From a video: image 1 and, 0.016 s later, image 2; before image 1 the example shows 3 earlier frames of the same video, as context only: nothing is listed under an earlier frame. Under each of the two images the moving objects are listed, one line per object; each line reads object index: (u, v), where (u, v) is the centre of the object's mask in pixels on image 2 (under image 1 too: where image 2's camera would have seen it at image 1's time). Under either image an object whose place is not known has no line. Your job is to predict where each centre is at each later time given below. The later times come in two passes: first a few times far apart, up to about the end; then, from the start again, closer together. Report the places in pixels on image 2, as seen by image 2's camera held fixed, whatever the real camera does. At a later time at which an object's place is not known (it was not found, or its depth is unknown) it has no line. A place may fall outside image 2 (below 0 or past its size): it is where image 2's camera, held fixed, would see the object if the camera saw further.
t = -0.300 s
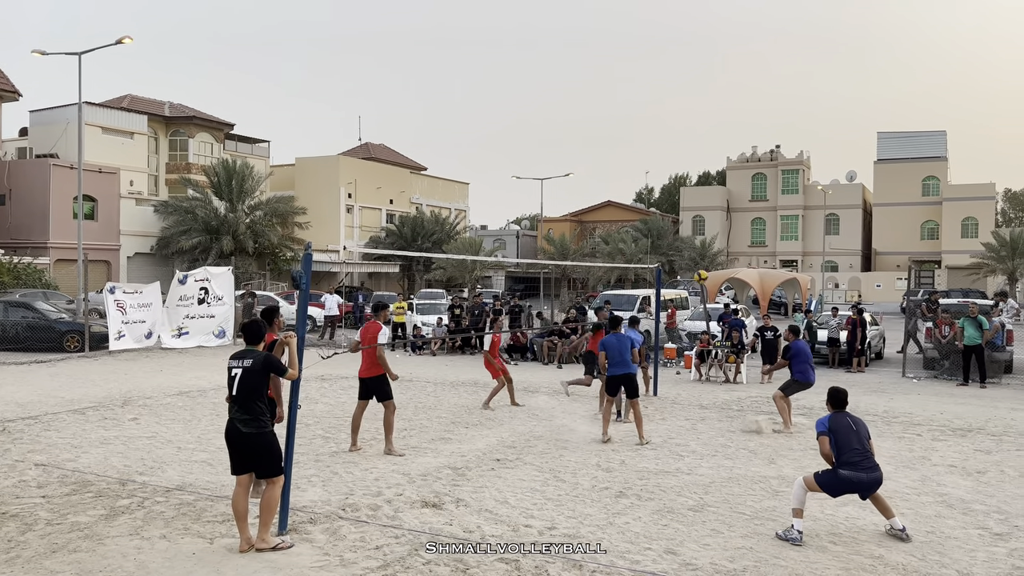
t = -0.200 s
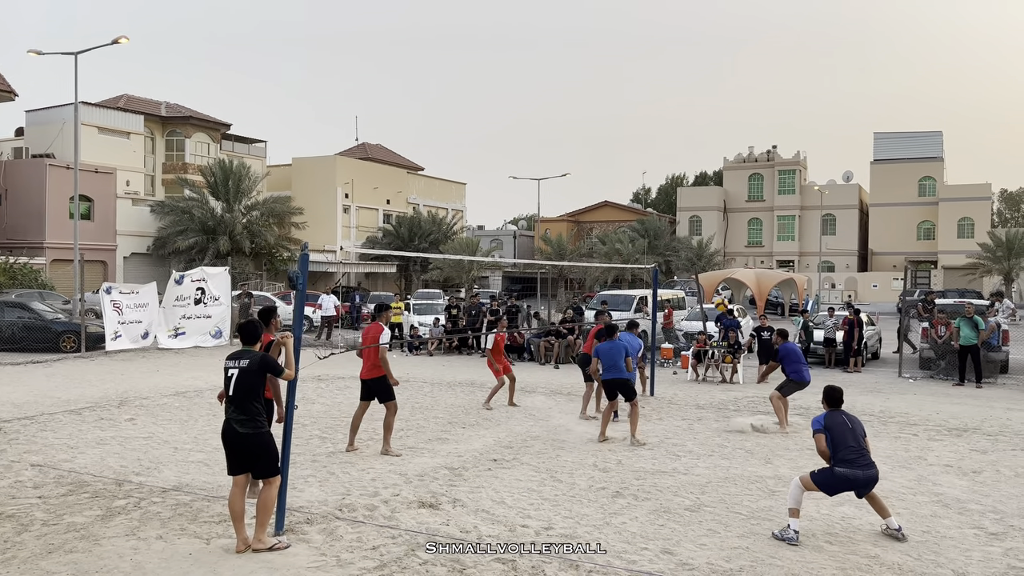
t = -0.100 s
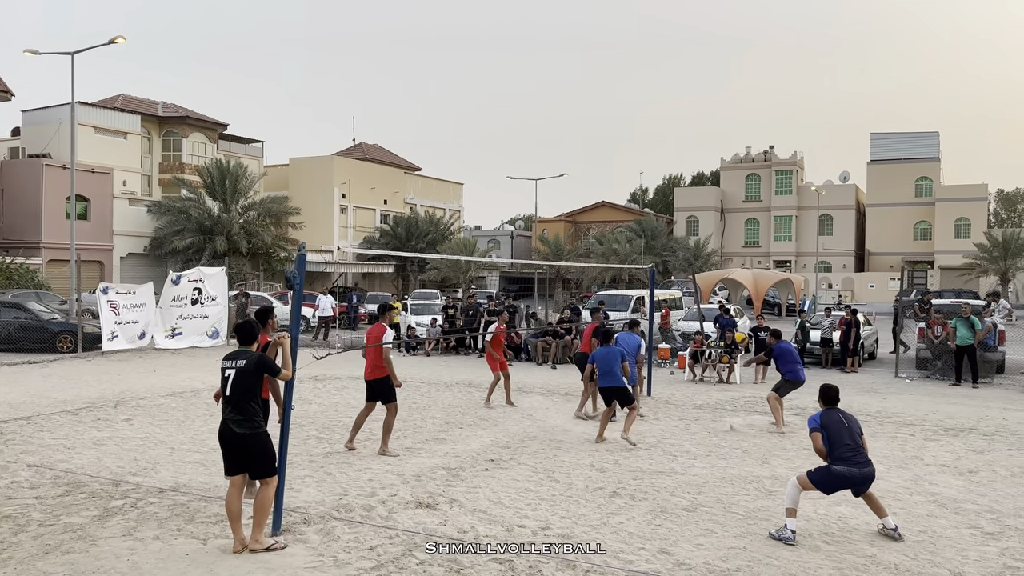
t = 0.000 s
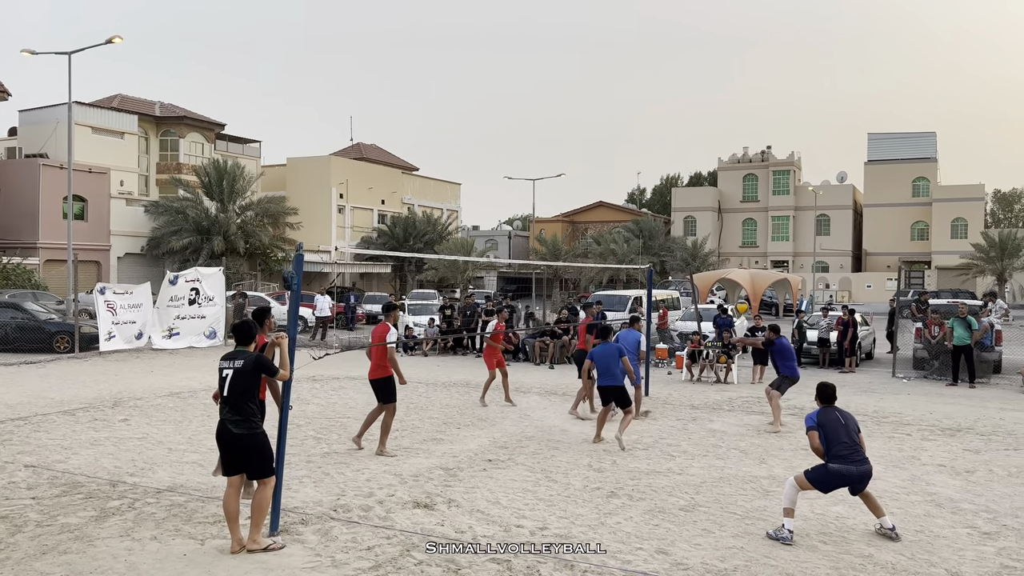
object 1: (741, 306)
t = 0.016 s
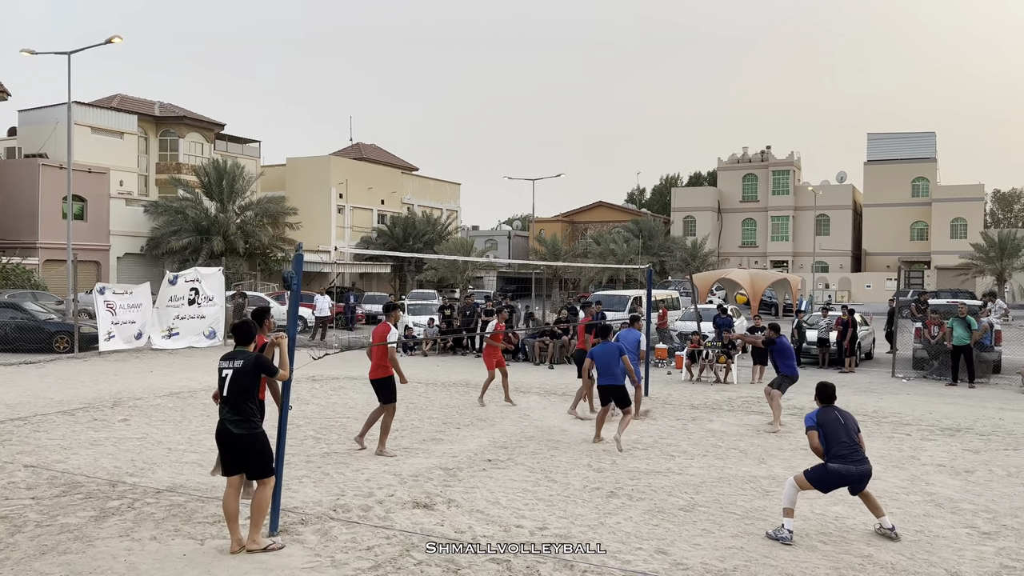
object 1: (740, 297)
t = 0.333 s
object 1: (725, 152)
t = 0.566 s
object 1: (714, 83)
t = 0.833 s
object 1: (700, 48)
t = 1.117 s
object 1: (684, 65)
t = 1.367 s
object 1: (668, 132)
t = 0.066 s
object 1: (737, 270)
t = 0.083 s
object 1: (736, 262)
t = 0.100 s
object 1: (736, 253)
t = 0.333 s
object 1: (725, 152)
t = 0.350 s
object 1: (725, 146)
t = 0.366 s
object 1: (724, 140)
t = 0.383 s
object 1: (723, 134)
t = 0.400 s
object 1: (722, 129)
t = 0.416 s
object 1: (721, 123)
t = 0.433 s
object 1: (721, 118)
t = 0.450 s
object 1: (720, 113)
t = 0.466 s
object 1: (719, 108)
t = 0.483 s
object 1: (718, 104)
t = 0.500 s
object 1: (717, 99)
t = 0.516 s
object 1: (716, 95)
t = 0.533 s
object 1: (716, 91)
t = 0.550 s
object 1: (715, 87)
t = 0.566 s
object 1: (714, 83)
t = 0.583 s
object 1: (713, 80)
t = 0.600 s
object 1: (712, 76)
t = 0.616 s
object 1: (712, 73)
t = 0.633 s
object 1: (711, 70)
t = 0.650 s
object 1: (710, 67)
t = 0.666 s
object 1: (709, 65)
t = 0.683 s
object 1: (708, 62)
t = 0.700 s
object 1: (707, 60)
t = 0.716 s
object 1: (707, 58)
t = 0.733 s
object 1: (706, 56)
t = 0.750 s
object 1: (705, 54)
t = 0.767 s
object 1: (704, 52)
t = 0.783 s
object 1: (703, 51)
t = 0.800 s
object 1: (702, 50)
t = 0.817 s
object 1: (701, 49)
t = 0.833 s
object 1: (700, 48)
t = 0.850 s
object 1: (699, 47)
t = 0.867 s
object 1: (697, 46)
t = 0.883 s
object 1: (697, 46)
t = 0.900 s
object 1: (697, 47)
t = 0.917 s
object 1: (696, 47)
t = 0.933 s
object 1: (695, 47)
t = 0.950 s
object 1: (694, 48)
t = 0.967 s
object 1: (693, 49)
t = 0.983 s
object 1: (692, 50)
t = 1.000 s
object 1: (691, 51)
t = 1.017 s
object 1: (690, 52)
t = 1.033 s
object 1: (689, 54)
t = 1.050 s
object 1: (688, 56)
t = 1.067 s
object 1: (687, 58)
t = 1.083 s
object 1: (686, 60)
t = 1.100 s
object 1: (685, 62)
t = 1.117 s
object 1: (684, 65)
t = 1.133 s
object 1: (683, 68)
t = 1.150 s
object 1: (682, 71)
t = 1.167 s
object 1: (681, 74)
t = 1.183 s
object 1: (680, 78)
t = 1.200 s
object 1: (679, 82)
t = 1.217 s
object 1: (678, 86)
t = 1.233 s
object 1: (677, 90)
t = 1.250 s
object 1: (676, 94)
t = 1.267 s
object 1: (675, 99)
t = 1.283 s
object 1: (674, 104)
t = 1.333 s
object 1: (670, 120)
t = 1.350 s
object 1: (669, 126)
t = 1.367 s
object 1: (668, 132)
